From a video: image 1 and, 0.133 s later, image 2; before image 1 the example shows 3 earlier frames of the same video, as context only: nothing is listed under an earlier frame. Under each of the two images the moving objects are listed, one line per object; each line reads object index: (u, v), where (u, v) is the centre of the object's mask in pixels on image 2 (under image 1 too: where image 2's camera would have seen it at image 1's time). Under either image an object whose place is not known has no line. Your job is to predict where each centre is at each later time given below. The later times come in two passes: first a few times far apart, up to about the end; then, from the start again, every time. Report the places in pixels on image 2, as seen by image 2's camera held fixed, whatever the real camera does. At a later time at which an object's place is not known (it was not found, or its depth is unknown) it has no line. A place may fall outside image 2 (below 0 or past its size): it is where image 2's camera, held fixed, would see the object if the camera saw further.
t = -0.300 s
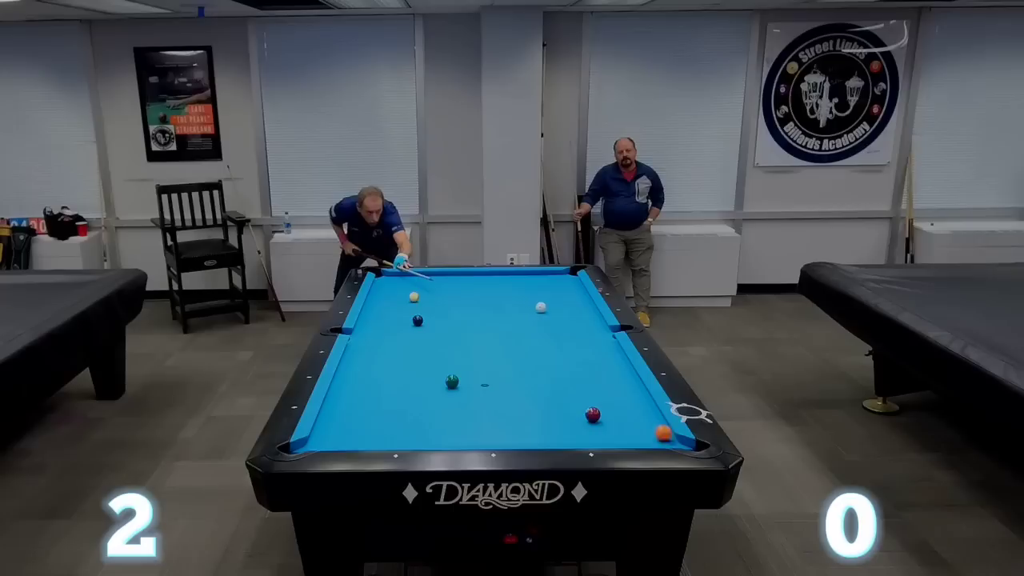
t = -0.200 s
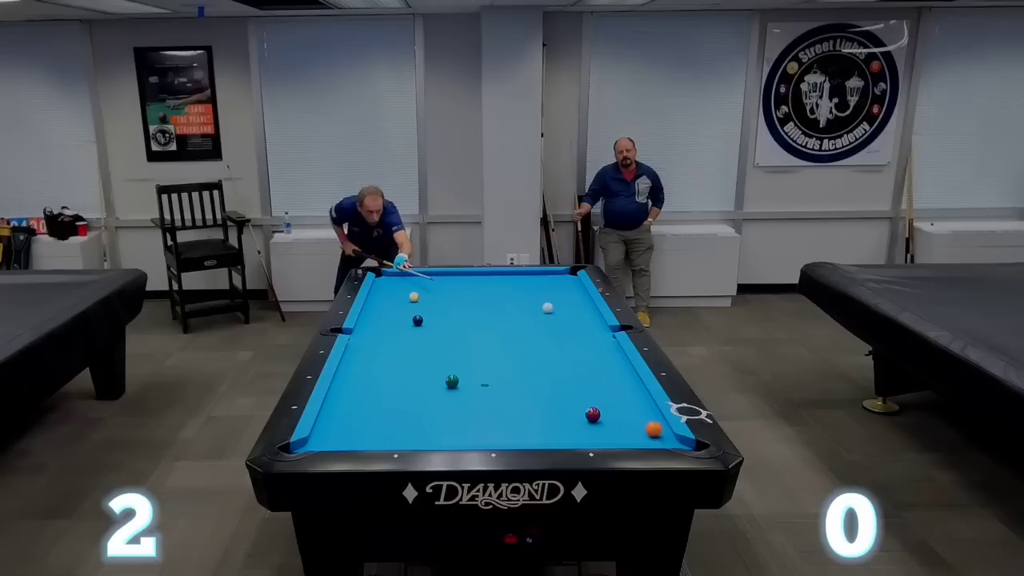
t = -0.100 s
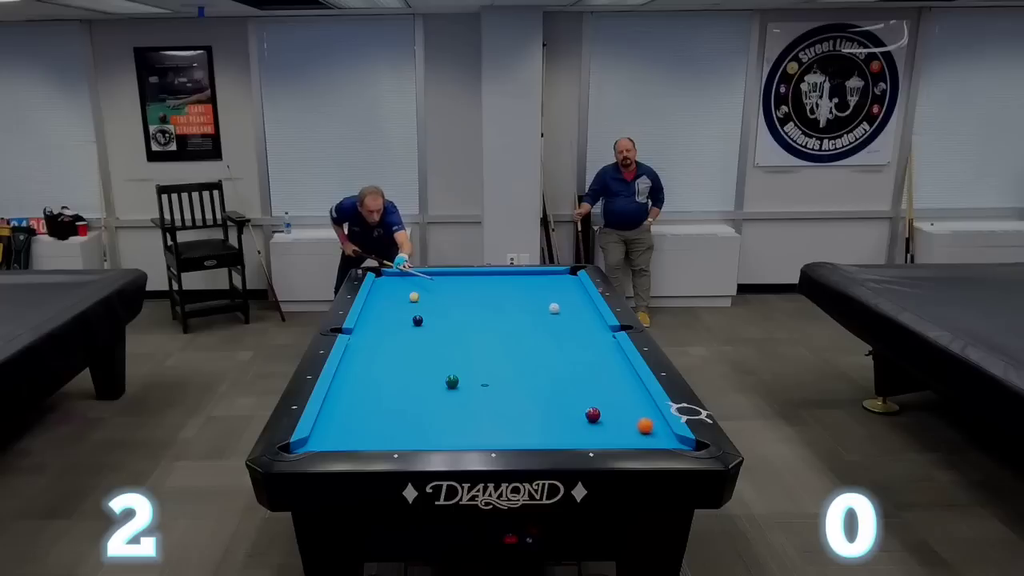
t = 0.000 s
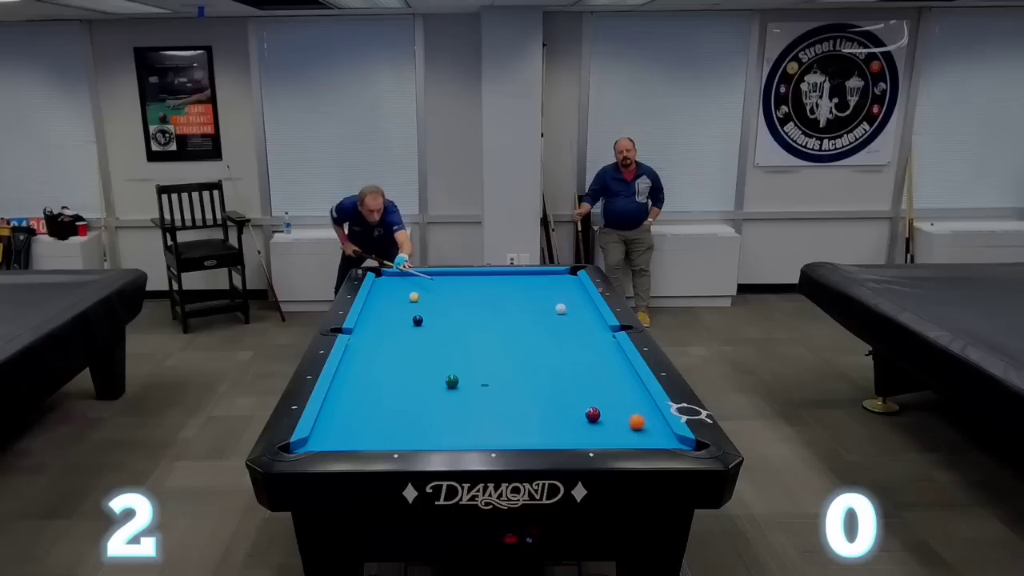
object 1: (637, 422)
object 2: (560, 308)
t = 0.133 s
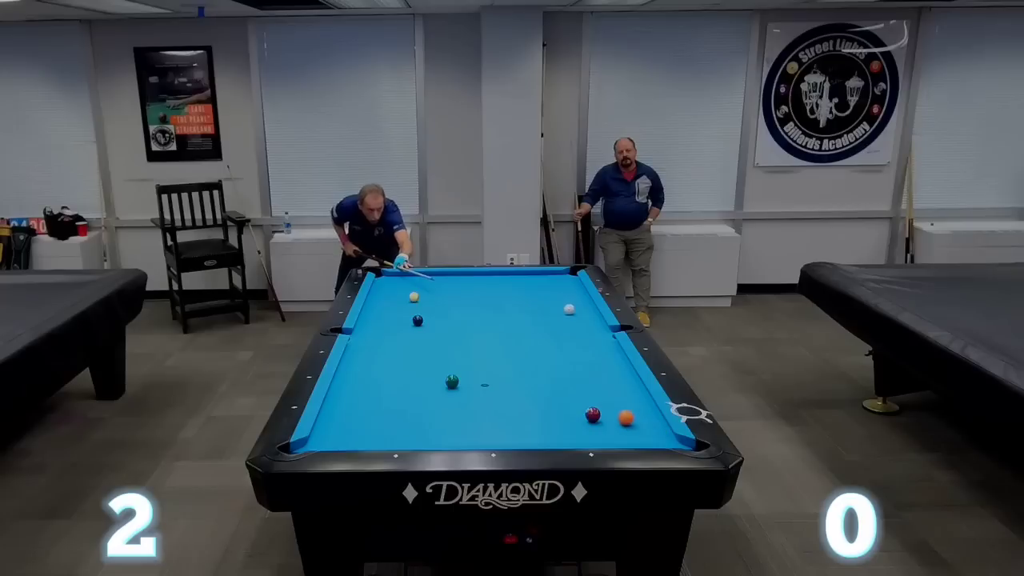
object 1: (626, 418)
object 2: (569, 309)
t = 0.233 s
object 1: (618, 415)
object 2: (575, 309)
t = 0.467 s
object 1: (603, 407)
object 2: (589, 311)
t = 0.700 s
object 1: (586, 402)
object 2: (590, 311)
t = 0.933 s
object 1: (573, 396)
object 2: (583, 312)
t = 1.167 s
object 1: (560, 391)
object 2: (576, 312)
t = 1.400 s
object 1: (549, 387)
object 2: (570, 313)
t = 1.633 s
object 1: (538, 383)
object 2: (565, 313)
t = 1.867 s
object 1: (529, 379)
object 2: (560, 313)
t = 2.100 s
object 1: (520, 376)
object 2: (556, 314)
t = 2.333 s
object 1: (513, 373)
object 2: (553, 314)
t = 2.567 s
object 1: (506, 370)
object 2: (551, 314)
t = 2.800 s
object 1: (500, 368)
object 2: (549, 314)
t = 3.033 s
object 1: (495, 366)
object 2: (548, 314)
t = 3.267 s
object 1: (490, 364)
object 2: (548, 314)
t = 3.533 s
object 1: (486, 362)
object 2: (548, 314)
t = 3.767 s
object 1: (483, 361)
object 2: (548, 314)
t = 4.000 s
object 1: (480, 360)
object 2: (548, 314)
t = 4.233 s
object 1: (479, 360)
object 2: (548, 314)
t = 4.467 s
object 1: (478, 359)
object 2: (548, 314)
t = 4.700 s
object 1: (478, 359)
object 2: (548, 314)
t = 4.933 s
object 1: (478, 359)
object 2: (548, 314)
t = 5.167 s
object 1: (478, 359)
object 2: (548, 314)
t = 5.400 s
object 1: (478, 359)
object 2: (548, 314)
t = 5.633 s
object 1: (478, 359)
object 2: (548, 314)
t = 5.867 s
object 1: (478, 359)
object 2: (548, 314)
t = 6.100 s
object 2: (548, 314)
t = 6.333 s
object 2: (548, 314)
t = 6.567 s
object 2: (548, 314)
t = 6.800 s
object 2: (548, 314)
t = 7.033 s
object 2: (548, 314)
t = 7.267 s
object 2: (548, 314)
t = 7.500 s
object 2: (548, 314)
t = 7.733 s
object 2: (548, 314)
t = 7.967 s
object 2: (548, 314)
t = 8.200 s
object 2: (548, 314)
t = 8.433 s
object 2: (548, 314)
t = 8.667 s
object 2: (548, 314)
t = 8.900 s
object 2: (548, 314)
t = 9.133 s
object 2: (548, 314)
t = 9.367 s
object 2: (548, 314)
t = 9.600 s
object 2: (548, 314)
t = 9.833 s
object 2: (548, 314)
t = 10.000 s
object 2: (548, 314)
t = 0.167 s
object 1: (624, 417)
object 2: (571, 309)
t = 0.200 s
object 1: (621, 416)
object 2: (573, 309)
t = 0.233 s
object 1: (618, 415)
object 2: (575, 309)
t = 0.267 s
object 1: (616, 414)
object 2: (577, 309)
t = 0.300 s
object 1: (613, 413)
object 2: (579, 310)
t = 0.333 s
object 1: (611, 412)
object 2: (581, 310)
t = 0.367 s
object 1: (609, 411)
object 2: (583, 310)
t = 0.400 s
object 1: (607, 410)
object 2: (585, 310)
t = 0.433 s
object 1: (605, 409)
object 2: (587, 310)
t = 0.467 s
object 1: (603, 407)
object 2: (589, 311)
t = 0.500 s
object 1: (601, 406)
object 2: (591, 311)
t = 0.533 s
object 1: (598, 404)
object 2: (593, 311)
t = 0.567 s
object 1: (595, 404)
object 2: (594, 311)
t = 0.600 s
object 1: (592, 403)
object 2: (593, 311)
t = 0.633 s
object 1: (591, 403)
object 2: (592, 311)
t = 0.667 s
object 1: (588, 402)
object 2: (591, 311)
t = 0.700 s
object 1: (586, 402)
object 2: (590, 311)
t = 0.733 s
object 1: (584, 401)
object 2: (589, 311)
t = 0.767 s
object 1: (582, 400)
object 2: (588, 311)
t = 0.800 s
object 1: (580, 399)
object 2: (587, 311)
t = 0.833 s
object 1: (578, 399)
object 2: (586, 311)
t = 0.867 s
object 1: (577, 398)
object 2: (585, 311)
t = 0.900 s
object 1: (575, 397)
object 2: (583, 311)
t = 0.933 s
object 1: (573, 396)
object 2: (583, 312)
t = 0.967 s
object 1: (571, 396)
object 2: (581, 312)
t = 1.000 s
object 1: (569, 395)
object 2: (581, 312)
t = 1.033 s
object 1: (567, 394)
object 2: (580, 312)
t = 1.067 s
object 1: (565, 394)
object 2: (579, 312)
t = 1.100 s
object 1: (564, 393)
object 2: (578, 312)
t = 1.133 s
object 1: (562, 392)
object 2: (577, 312)
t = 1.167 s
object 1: (560, 391)
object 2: (576, 312)
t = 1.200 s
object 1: (558, 391)
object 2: (575, 312)
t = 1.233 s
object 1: (557, 390)
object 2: (574, 312)
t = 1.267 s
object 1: (555, 389)
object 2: (573, 312)
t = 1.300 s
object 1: (553, 389)
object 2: (573, 312)
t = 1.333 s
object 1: (552, 388)
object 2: (572, 312)
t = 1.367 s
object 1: (550, 388)
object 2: (571, 312)
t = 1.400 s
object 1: (549, 387)
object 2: (570, 313)
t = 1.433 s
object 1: (547, 386)
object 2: (569, 313)
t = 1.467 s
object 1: (546, 386)
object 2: (568, 313)
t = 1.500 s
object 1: (544, 385)
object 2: (568, 313)
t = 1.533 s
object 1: (543, 384)
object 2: (567, 313)
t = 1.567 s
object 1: (541, 384)
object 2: (566, 313)
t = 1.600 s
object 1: (540, 383)
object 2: (566, 313)
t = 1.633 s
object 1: (538, 383)
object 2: (565, 313)
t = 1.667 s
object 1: (537, 382)
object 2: (564, 313)
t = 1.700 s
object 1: (535, 382)
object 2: (564, 313)
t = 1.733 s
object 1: (534, 381)
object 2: (563, 313)
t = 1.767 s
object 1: (533, 381)
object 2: (562, 313)
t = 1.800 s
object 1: (531, 380)
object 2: (561, 313)
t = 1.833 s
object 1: (530, 379)
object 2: (561, 313)
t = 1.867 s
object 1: (529, 379)
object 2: (560, 313)
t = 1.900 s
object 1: (528, 378)
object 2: (560, 313)
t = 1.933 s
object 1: (526, 378)
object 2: (559, 313)
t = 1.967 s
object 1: (525, 378)
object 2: (558, 313)
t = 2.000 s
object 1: (524, 377)
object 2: (558, 313)
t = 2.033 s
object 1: (523, 377)
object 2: (557, 314)
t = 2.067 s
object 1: (522, 376)
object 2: (557, 314)
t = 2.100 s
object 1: (520, 376)
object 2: (556, 314)
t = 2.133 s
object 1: (519, 375)
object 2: (556, 314)
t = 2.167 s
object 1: (518, 374)
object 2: (555, 314)
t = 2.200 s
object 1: (517, 374)
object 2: (555, 314)
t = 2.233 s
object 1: (516, 374)
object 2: (554, 314)
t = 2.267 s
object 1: (515, 373)
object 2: (554, 314)
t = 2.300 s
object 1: (514, 373)
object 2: (554, 314)
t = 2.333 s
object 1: (513, 373)
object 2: (553, 314)
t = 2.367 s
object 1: (512, 372)
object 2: (553, 314)
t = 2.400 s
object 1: (511, 372)
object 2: (552, 314)
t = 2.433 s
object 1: (510, 371)
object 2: (552, 314)
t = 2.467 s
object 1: (509, 371)
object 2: (552, 314)
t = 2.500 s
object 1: (508, 371)
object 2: (551, 314)
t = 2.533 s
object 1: (507, 370)
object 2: (551, 314)
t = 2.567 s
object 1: (506, 370)
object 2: (551, 314)
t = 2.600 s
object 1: (505, 369)
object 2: (550, 314)
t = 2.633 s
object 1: (504, 369)
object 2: (550, 314)
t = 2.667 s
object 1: (504, 369)
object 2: (550, 314)
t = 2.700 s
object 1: (503, 368)
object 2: (549, 314)
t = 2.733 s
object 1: (502, 368)
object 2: (549, 314)
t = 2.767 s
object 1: (501, 368)
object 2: (549, 314)
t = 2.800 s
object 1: (500, 368)
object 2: (549, 314)
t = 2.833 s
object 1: (499, 367)
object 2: (549, 314)
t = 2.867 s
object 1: (498, 367)
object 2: (548, 314)
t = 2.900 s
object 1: (498, 367)
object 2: (548, 314)
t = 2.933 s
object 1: (497, 366)
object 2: (548, 314)
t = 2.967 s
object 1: (496, 366)
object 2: (548, 314)
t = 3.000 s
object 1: (496, 366)
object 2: (548, 314)
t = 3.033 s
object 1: (495, 366)
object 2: (548, 314)
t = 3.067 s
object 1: (494, 365)
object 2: (548, 314)
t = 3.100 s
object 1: (493, 365)
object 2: (548, 314)
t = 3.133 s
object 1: (493, 365)
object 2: (548, 314)
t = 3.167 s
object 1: (492, 365)
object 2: (548, 314)
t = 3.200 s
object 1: (491, 364)
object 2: (548, 314)
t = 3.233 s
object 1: (491, 364)
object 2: (548, 314)
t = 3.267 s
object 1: (490, 364)
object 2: (548, 314)
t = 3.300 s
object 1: (490, 364)
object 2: (548, 314)
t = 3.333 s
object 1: (489, 364)
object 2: (548, 314)
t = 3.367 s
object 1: (489, 363)
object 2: (548, 314)
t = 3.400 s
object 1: (488, 363)
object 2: (547, 314)
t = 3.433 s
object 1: (488, 363)
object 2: (548, 314)
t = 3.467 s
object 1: (487, 363)
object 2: (548, 314)
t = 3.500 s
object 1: (486, 362)
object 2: (548, 314)
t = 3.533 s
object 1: (486, 362)
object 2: (548, 314)
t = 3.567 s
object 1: (485, 362)
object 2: (548, 314)
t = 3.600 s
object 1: (485, 362)
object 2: (548, 314)
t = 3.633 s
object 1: (484, 362)
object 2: (548, 314)
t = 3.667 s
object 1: (484, 362)
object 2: (548, 314)
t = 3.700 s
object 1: (483, 361)
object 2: (548, 314)
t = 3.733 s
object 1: (483, 361)
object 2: (548, 314)
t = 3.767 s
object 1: (483, 361)
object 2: (548, 314)
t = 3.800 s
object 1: (482, 361)
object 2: (548, 314)
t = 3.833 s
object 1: (482, 361)
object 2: (548, 314)
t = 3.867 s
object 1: (482, 361)
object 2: (548, 314)
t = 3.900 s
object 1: (481, 361)
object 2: (548, 314)
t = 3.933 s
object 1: (481, 361)
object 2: (548, 314)
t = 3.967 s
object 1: (480, 360)
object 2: (548, 314)
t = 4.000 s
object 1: (480, 360)
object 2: (548, 314)
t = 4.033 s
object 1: (480, 360)
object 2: (548, 314)
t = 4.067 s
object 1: (480, 360)
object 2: (548, 314)
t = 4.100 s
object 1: (479, 360)
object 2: (548, 314)
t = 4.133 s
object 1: (479, 360)
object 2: (548, 314)
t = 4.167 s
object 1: (479, 360)
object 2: (548, 314)
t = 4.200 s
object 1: (479, 360)
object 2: (548, 314)
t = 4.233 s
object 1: (479, 360)
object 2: (548, 314)
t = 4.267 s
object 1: (479, 359)
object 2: (548, 314)
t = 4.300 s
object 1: (479, 359)
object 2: (548, 314)
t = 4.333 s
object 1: (478, 359)
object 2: (548, 314)
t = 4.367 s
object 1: (478, 359)
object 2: (548, 314)
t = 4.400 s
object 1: (478, 359)
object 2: (548, 314)
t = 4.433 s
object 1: (478, 359)
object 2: (548, 314)
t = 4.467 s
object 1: (478, 359)
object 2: (548, 314)
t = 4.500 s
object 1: (478, 359)
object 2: (548, 314)
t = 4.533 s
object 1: (478, 359)
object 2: (548, 314)
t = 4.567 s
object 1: (478, 359)
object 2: (548, 314)
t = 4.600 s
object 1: (478, 359)
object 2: (548, 314)
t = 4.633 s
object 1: (478, 359)
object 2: (548, 314)
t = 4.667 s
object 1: (478, 359)
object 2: (548, 314)
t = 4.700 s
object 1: (478, 359)
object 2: (548, 314)
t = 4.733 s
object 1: (478, 359)
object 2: (548, 314)
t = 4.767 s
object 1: (478, 359)
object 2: (548, 314)
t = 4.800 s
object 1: (478, 359)
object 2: (548, 314)
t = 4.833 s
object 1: (478, 359)
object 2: (548, 314)
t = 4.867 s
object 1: (478, 359)
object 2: (548, 314)
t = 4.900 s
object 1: (478, 359)
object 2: (548, 314)
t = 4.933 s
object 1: (478, 359)
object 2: (548, 314)
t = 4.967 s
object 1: (478, 359)
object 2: (548, 314)
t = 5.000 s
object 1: (478, 359)
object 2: (548, 314)
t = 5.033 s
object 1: (478, 359)
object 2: (548, 314)
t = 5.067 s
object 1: (478, 359)
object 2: (548, 314)
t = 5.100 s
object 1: (478, 359)
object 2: (548, 314)
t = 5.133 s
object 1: (478, 359)
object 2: (548, 314)
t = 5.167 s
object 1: (478, 359)
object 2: (548, 314)
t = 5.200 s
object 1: (478, 359)
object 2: (548, 314)
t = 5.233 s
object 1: (478, 359)
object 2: (548, 314)
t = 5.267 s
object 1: (478, 359)
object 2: (548, 314)
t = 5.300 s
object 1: (478, 359)
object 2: (548, 314)
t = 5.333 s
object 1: (478, 359)
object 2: (548, 314)
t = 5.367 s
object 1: (478, 359)
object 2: (548, 314)
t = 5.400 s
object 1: (478, 359)
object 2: (548, 314)
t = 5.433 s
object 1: (478, 359)
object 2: (548, 314)
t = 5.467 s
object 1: (478, 359)
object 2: (548, 314)
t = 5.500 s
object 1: (478, 359)
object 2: (548, 314)
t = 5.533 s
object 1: (478, 359)
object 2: (548, 314)
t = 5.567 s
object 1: (478, 359)
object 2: (548, 314)
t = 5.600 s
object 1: (478, 359)
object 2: (548, 314)
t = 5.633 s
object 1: (478, 359)
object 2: (548, 314)
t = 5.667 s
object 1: (478, 359)
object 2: (548, 314)
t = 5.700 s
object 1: (478, 359)
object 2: (548, 314)
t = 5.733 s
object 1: (478, 359)
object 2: (548, 314)
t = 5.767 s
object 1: (478, 359)
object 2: (548, 314)
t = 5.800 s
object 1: (478, 359)
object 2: (548, 314)
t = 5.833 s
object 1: (478, 359)
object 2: (548, 314)
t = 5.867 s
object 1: (478, 359)
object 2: (548, 314)
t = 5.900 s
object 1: (478, 359)
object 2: (548, 314)
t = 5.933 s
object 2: (548, 314)
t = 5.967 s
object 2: (548, 314)
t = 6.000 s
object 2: (548, 314)
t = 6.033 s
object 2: (548, 314)
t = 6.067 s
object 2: (548, 314)
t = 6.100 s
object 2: (548, 314)
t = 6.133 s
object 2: (548, 314)
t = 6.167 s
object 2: (548, 314)
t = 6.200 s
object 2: (548, 314)
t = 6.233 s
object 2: (548, 314)
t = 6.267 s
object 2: (548, 314)
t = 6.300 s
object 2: (548, 314)
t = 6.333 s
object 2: (548, 314)
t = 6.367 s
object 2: (548, 314)
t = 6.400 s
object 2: (548, 314)
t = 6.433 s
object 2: (548, 314)
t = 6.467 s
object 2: (548, 314)
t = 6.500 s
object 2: (548, 314)
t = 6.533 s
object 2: (548, 314)
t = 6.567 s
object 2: (548, 314)
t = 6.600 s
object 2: (548, 314)
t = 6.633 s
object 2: (548, 314)
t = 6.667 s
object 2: (548, 314)
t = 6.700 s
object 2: (548, 314)
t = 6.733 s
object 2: (548, 314)
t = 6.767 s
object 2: (548, 314)
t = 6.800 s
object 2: (548, 314)
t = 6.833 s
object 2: (548, 314)
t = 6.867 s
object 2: (548, 314)
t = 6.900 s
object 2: (548, 314)
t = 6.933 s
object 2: (548, 314)
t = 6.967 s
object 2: (548, 314)
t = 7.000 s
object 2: (548, 314)
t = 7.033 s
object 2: (548, 314)
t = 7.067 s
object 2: (548, 314)
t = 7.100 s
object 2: (548, 314)
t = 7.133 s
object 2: (548, 314)
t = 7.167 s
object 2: (548, 314)
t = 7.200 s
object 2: (548, 314)
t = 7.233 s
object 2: (548, 314)
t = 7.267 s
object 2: (548, 314)
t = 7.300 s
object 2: (548, 314)
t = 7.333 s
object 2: (548, 314)
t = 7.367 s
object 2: (548, 314)
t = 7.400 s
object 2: (548, 314)
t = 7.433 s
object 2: (548, 314)
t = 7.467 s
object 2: (548, 314)
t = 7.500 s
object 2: (548, 314)
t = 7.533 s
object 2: (548, 314)
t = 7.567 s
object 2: (548, 314)
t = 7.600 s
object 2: (548, 314)
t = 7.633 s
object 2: (548, 314)
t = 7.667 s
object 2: (548, 314)
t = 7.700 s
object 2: (548, 314)
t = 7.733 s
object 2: (548, 314)
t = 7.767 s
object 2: (548, 314)
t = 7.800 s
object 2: (548, 314)
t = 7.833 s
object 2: (548, 314)
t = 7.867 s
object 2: (548, 314)
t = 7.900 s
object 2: (548, 314)
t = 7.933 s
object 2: (548, 314)
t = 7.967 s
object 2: (548, 314)
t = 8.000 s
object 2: (548, 314)
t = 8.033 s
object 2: (548, 314)
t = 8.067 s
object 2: (548, 314)
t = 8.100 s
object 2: (548, 314)
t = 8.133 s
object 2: (548, 314)
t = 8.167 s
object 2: (548, 314)
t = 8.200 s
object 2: (548, 314)
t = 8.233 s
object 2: (548, 314)
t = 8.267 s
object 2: (548, 314)
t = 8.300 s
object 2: (548, 314)
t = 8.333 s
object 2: (548, 314)
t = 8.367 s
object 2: (548, 314)
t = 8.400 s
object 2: (548, 314)
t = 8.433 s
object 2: (548, 314)
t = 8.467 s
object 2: (548, 314)
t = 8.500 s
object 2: (548, 314)
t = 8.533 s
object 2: (548, 314)
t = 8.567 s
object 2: (548, 314)
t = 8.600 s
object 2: (548, 314)
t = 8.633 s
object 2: (548, 314)
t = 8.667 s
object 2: (548, 314)
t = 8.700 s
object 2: (548, 314)
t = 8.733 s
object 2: (548, 314)
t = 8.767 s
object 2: (548, 314)
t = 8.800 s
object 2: (548, 314)
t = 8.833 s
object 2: (548, 314)
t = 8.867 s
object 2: (548, 314)
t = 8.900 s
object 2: (548, 314)
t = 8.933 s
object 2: (548, 314)
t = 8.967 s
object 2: (548, 314)
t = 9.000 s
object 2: (548, 314)
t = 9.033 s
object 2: (548, 314)
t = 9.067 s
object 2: (548, 314)
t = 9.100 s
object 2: (548, 314)
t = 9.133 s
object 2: (548, 314)
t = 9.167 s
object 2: (548, 314)
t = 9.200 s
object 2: (548, 314)
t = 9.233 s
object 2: (548, 314)
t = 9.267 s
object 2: (548, 314)
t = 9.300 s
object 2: (548, 314)
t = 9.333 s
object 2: (548, 314)
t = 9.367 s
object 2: (548, 314)
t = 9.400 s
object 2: (548, 314)
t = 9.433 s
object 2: (548, 314)
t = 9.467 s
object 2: (548, 314)
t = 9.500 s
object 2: (548, 314)
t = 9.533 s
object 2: (548, 314)
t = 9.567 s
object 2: (548, 314)
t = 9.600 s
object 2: (548, 314)
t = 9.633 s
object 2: (548, 314)
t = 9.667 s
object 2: (548, 314)
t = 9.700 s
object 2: (548, 314)
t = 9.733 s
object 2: (548, 314)
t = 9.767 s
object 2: (548, 314)
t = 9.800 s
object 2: (548, 314)
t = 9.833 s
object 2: (548, 314)
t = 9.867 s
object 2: (548, 314)
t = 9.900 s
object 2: (548, 314)
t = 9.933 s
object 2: (548, 314)
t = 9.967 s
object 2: (548, 314)
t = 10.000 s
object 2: (548, 314)
